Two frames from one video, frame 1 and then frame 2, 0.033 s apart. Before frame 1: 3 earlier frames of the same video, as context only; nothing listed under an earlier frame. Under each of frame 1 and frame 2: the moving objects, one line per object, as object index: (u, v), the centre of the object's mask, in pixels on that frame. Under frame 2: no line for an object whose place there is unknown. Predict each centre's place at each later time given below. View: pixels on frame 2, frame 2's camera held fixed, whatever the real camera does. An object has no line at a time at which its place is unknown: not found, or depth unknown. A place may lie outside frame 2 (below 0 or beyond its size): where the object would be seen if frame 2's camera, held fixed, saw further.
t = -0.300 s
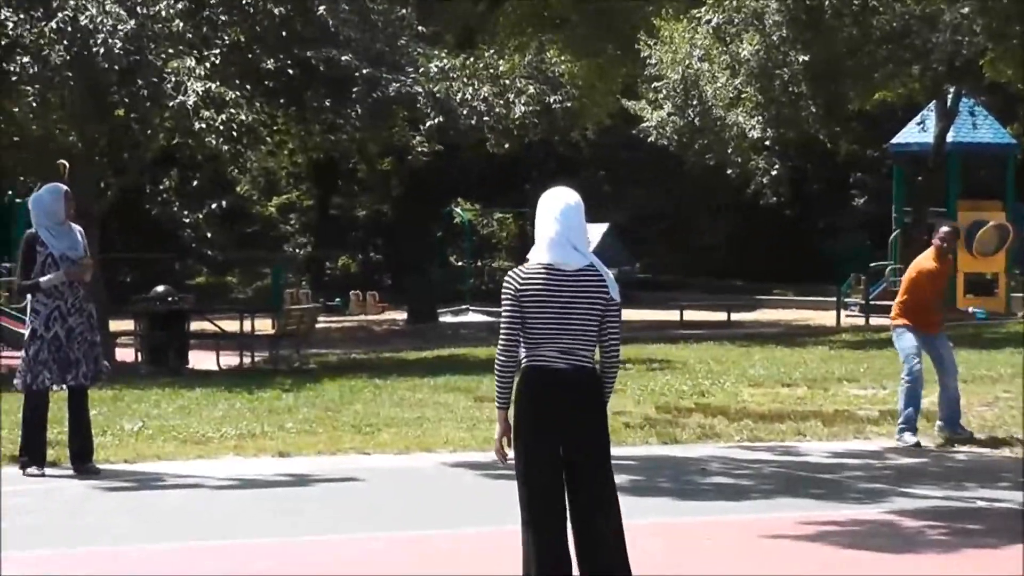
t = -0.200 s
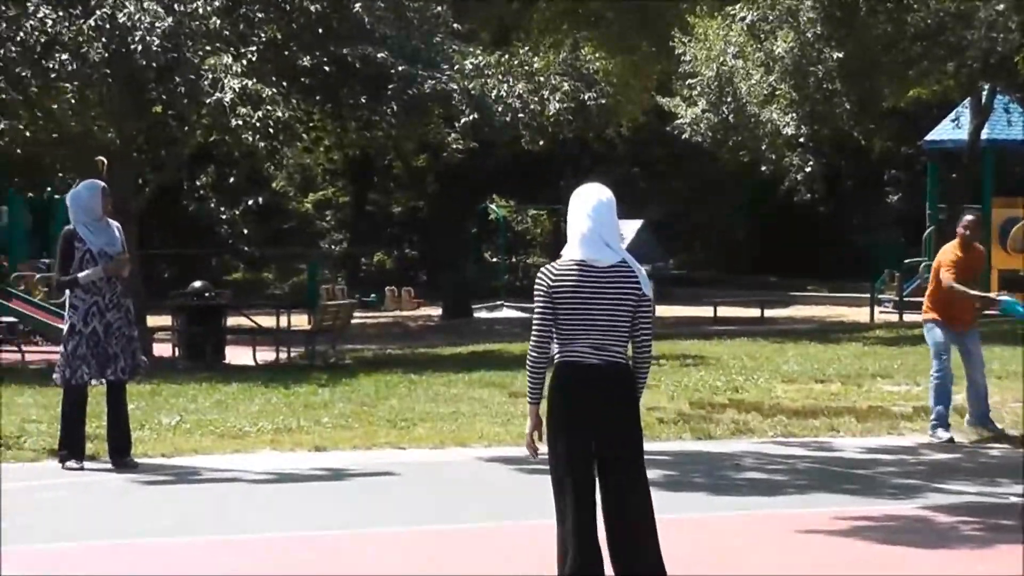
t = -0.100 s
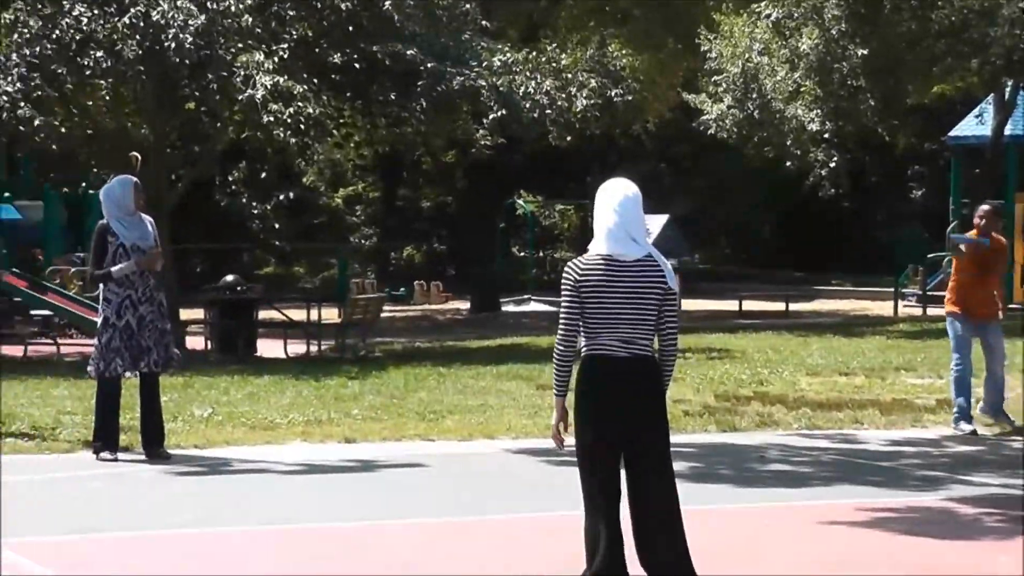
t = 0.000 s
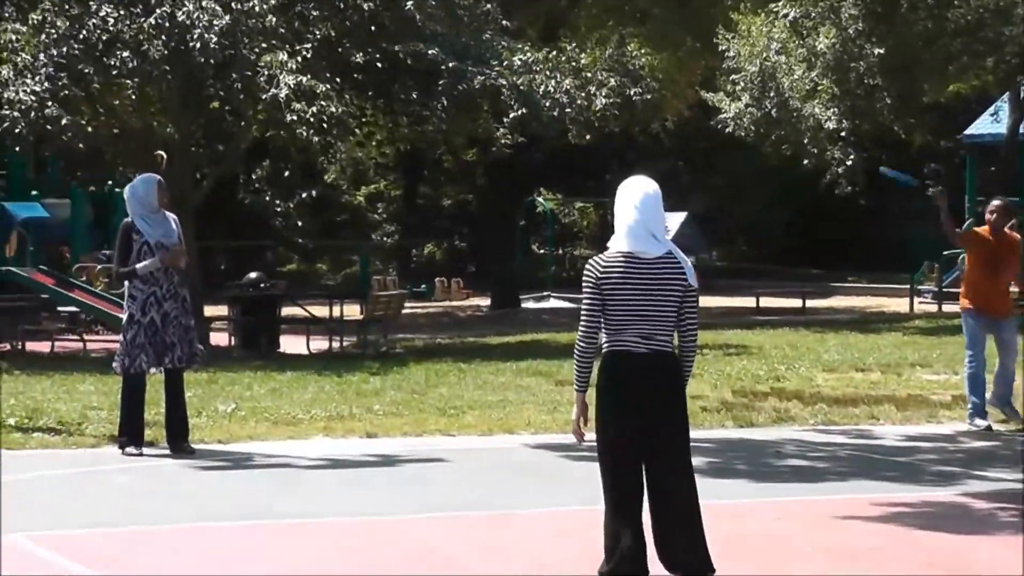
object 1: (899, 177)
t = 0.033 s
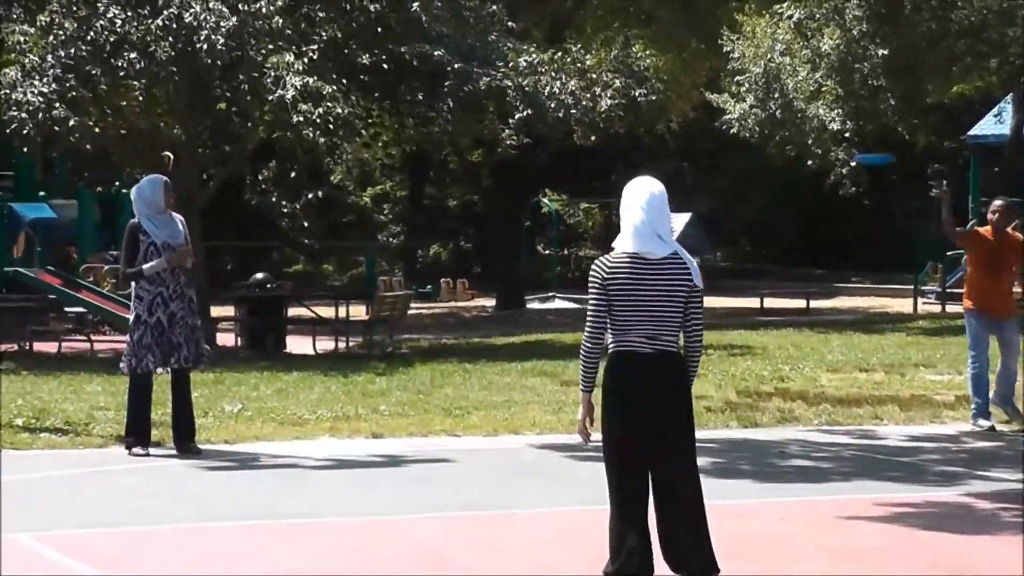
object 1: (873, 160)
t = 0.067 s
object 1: (843, 142)
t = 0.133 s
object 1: (783, 110)
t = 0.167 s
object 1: (753, 97)
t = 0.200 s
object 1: (722, 83)
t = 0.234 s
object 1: (694, 68)
